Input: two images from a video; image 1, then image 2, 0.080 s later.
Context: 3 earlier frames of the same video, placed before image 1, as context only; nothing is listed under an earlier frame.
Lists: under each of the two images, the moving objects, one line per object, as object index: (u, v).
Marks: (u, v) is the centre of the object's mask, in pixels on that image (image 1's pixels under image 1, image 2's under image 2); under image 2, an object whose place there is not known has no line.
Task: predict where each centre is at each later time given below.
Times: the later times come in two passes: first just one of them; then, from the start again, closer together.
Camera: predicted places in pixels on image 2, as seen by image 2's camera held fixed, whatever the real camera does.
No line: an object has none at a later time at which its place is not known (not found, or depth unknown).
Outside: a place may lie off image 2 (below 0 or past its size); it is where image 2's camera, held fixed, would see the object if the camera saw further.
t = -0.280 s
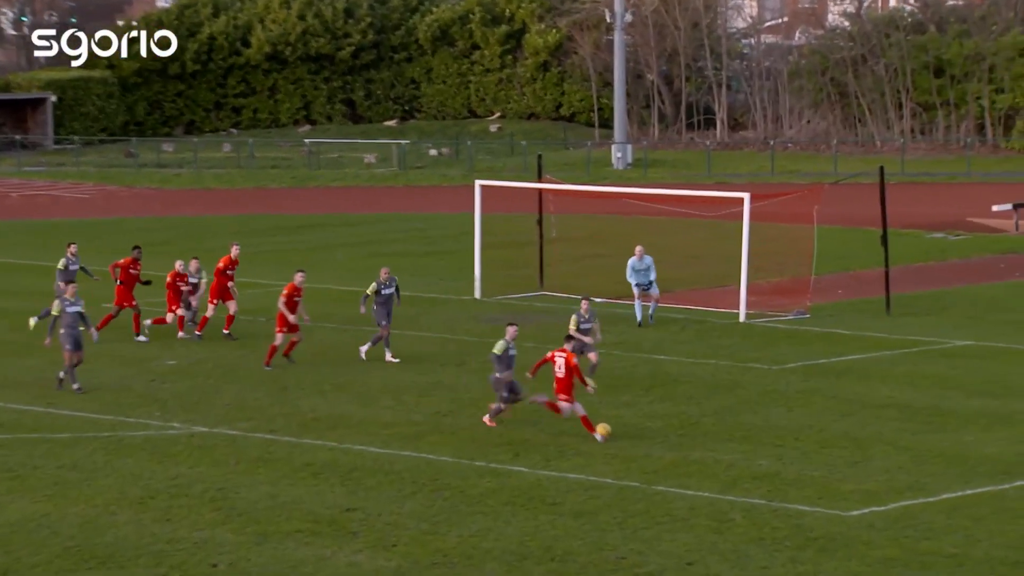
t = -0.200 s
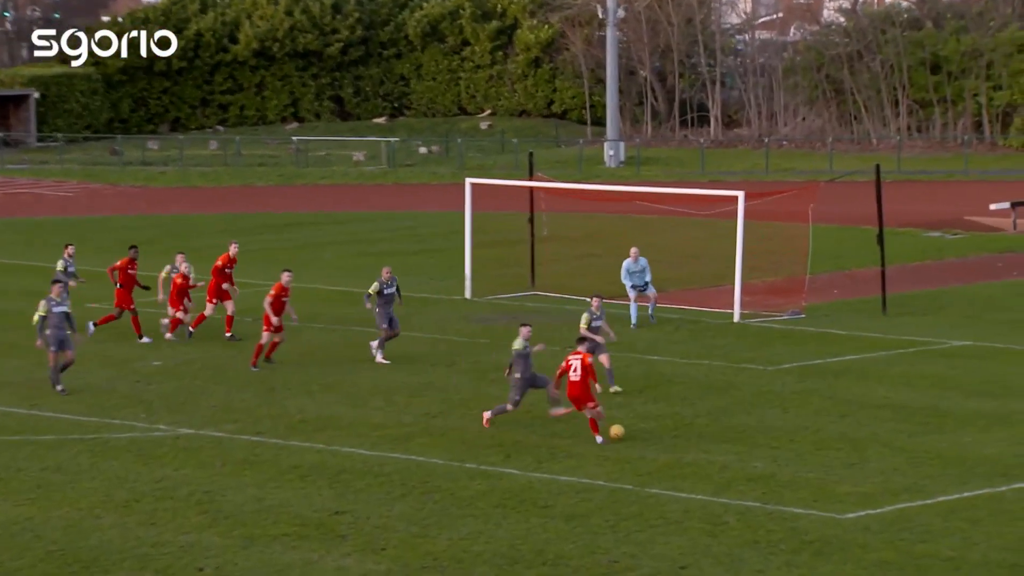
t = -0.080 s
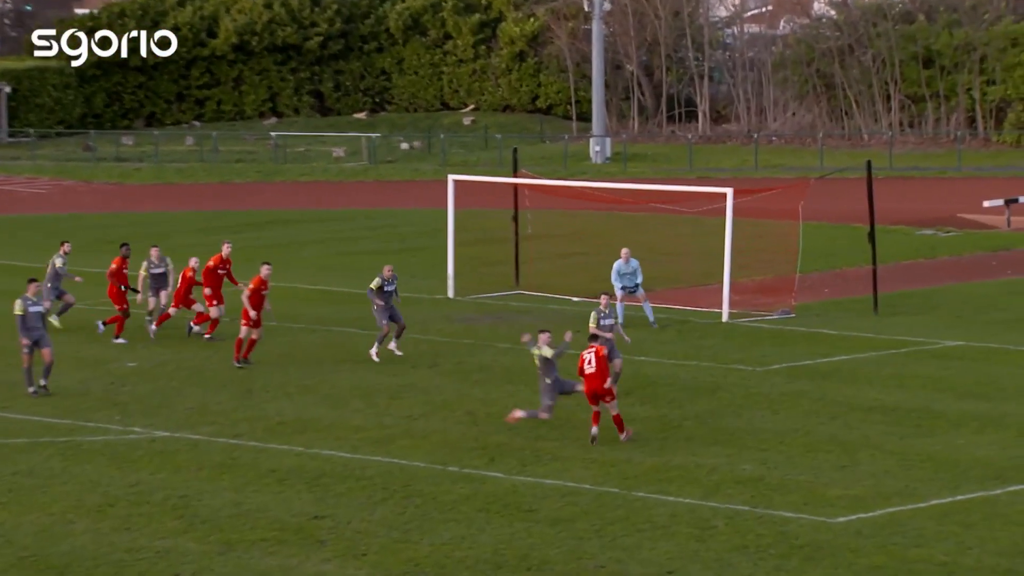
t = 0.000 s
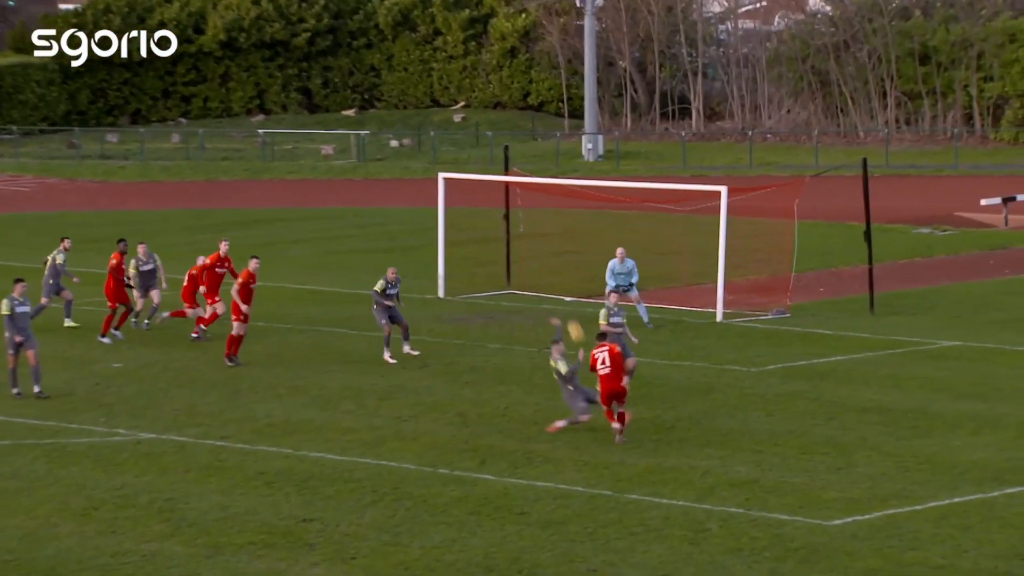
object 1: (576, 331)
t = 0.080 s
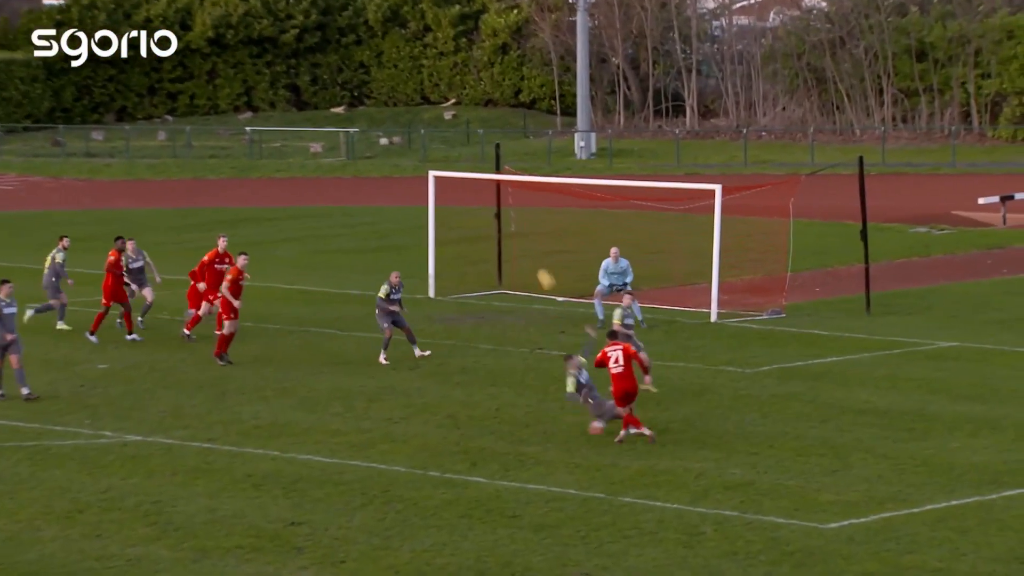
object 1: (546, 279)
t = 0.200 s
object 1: (513, 209)
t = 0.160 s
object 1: (524, 231)
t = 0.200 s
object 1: (513, 209)
